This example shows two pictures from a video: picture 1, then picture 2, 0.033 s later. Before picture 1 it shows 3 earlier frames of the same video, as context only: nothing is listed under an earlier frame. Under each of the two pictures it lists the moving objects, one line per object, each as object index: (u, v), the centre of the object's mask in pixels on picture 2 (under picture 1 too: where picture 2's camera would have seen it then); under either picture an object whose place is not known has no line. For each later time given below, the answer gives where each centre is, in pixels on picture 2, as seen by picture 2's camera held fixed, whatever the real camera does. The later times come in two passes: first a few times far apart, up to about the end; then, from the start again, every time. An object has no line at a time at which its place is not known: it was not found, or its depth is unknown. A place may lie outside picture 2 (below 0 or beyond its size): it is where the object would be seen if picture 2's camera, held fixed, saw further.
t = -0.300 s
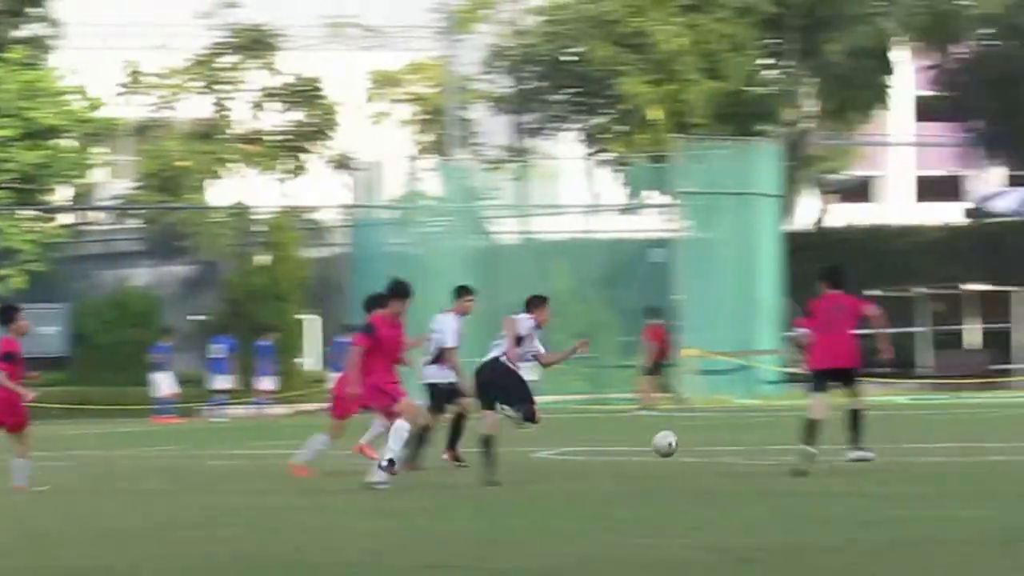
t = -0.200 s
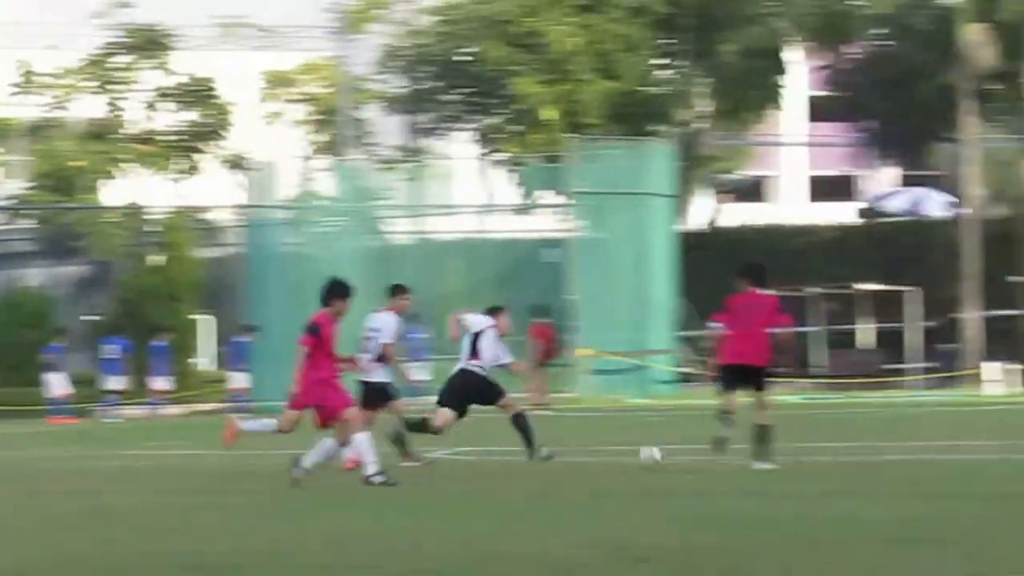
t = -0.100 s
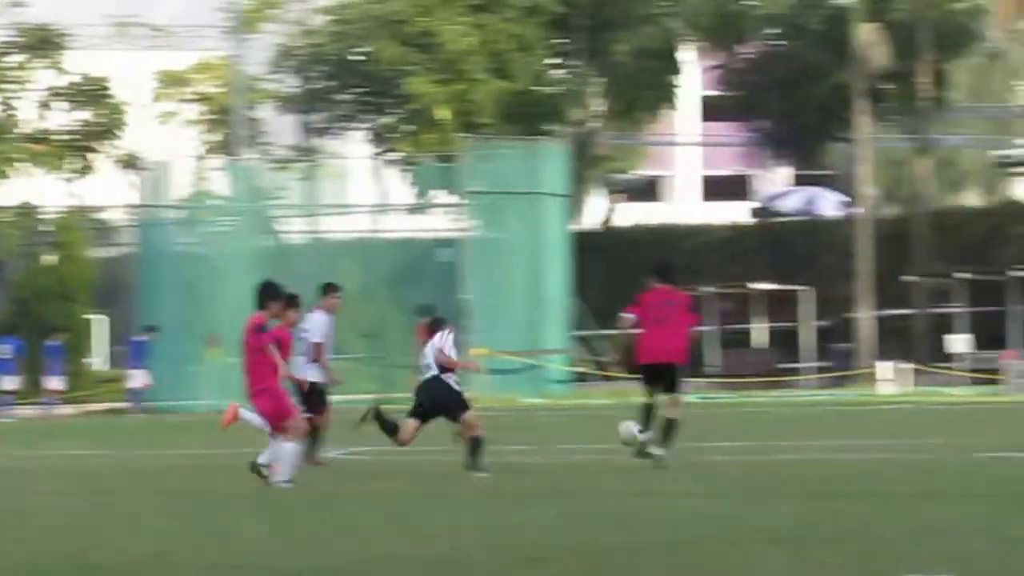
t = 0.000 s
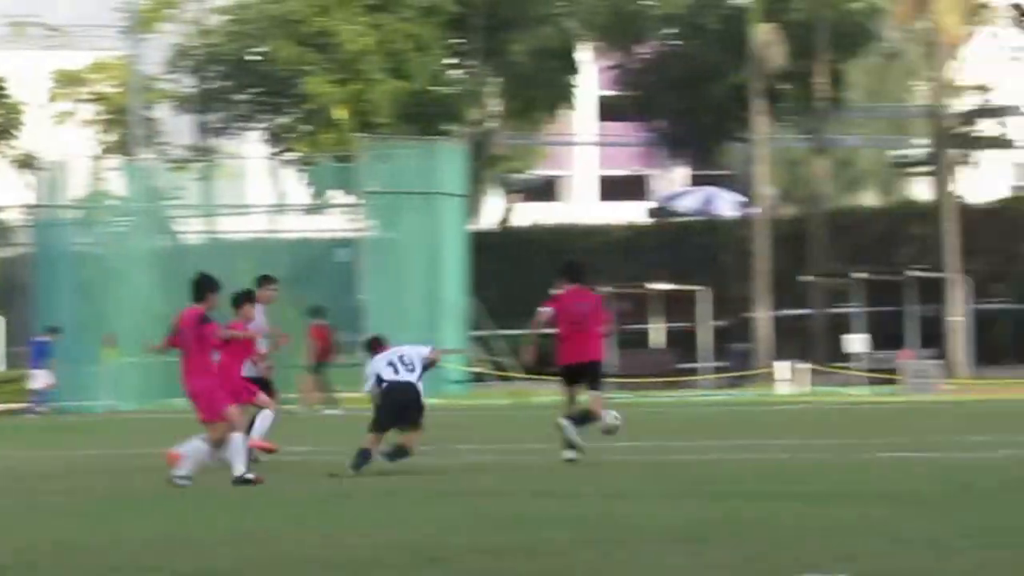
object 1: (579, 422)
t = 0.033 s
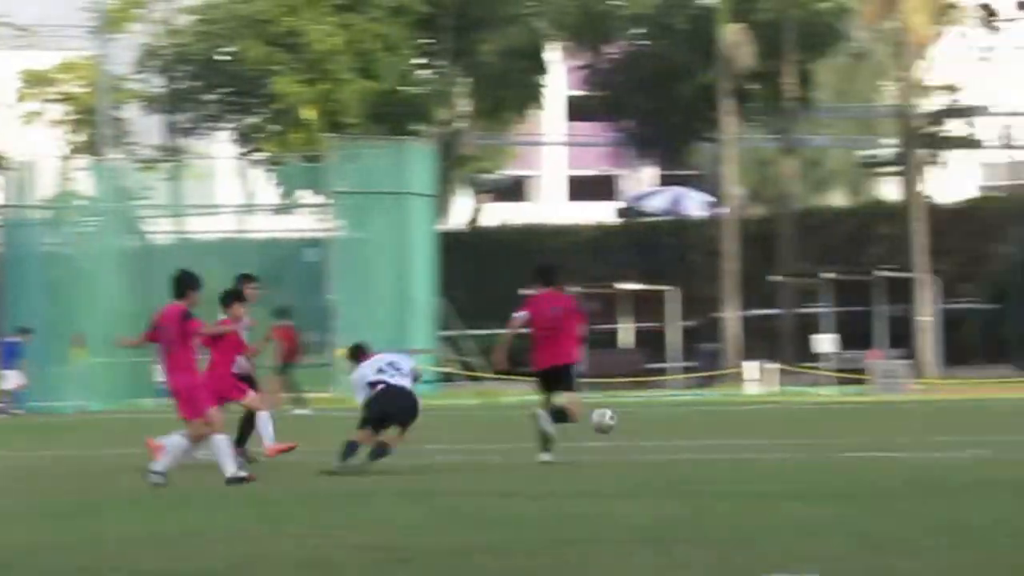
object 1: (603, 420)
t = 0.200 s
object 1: (726, 435)
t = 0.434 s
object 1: (881, 413)
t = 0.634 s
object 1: (1006, 416)
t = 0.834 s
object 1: (1123, 410)
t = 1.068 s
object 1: (1251, 409)
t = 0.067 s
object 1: (629, 421)
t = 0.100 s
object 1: (654, 422)
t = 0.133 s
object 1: (678, 426)
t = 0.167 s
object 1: (702, 430)
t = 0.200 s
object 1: (726, 435)
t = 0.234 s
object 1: (749, 433)
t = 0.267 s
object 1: (772, 426)
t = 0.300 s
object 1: (794, 420)
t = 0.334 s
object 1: (816, 416)
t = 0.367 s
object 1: (838, 414)
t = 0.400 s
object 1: (859, 412)
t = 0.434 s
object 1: (881, 413)
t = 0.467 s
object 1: (901, 413)
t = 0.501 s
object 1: (923, 416)
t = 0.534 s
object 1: (944, 420)
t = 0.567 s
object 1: (965, 424)
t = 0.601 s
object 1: (987, 422)
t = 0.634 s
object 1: (1006, 416)
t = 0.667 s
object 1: (1027, 412)
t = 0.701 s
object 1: (1046, 410)
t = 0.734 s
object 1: (1066, 409)
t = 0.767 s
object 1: (1084, 408)
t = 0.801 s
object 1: (1106, 410)
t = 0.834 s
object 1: (1123, 410)
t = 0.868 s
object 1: (1142, 414)
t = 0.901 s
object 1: (1161, 417)
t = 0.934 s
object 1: (1179, 416)
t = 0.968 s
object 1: (1198, 411)
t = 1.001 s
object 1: (1215, 410)
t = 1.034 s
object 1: (1233, 409)
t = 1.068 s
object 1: (1251, 409)
